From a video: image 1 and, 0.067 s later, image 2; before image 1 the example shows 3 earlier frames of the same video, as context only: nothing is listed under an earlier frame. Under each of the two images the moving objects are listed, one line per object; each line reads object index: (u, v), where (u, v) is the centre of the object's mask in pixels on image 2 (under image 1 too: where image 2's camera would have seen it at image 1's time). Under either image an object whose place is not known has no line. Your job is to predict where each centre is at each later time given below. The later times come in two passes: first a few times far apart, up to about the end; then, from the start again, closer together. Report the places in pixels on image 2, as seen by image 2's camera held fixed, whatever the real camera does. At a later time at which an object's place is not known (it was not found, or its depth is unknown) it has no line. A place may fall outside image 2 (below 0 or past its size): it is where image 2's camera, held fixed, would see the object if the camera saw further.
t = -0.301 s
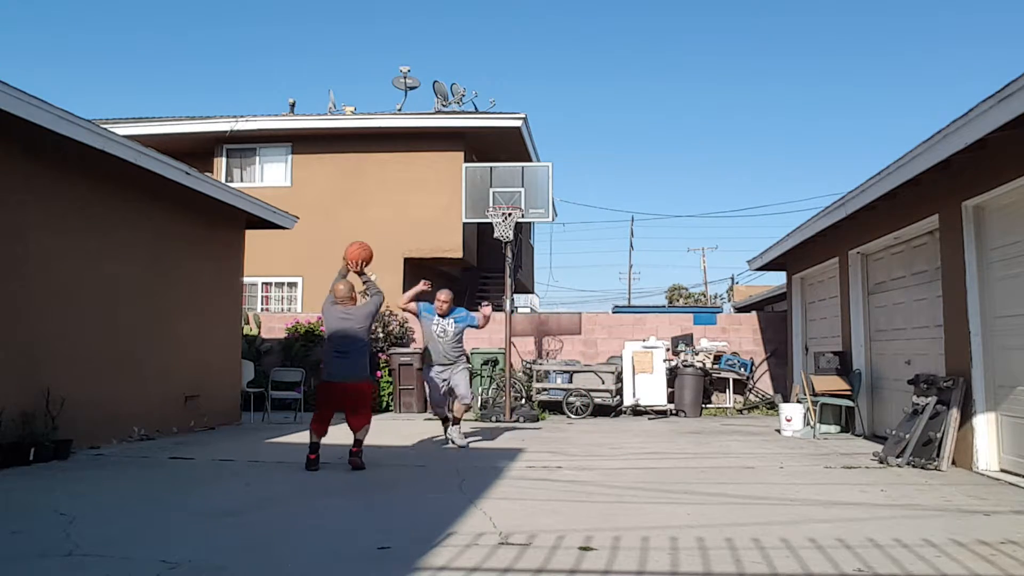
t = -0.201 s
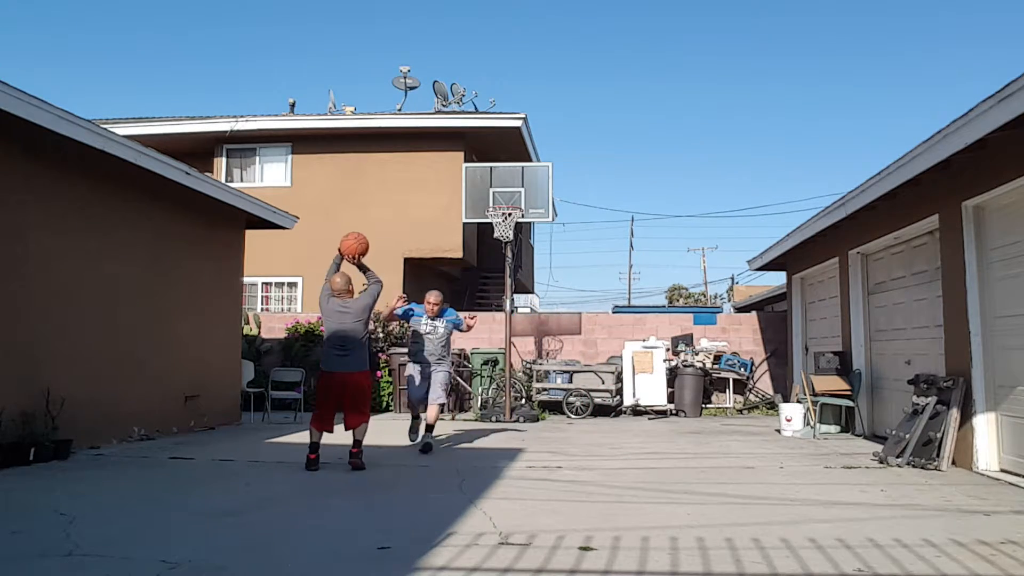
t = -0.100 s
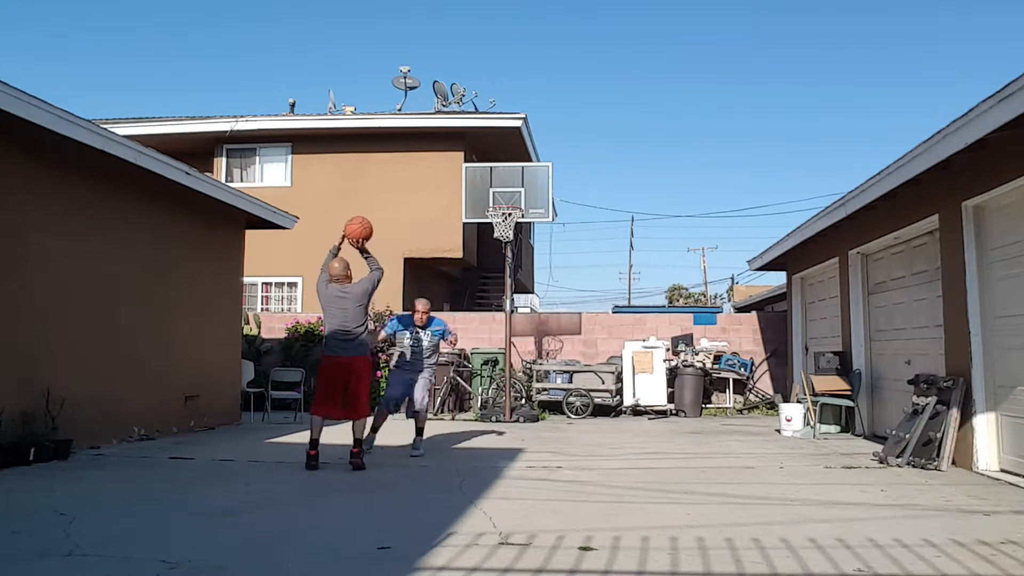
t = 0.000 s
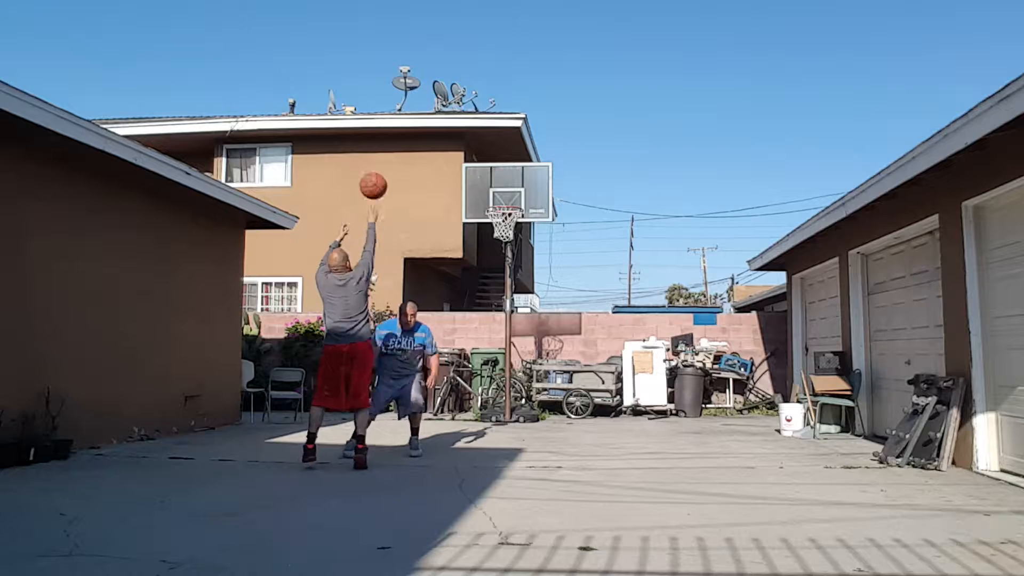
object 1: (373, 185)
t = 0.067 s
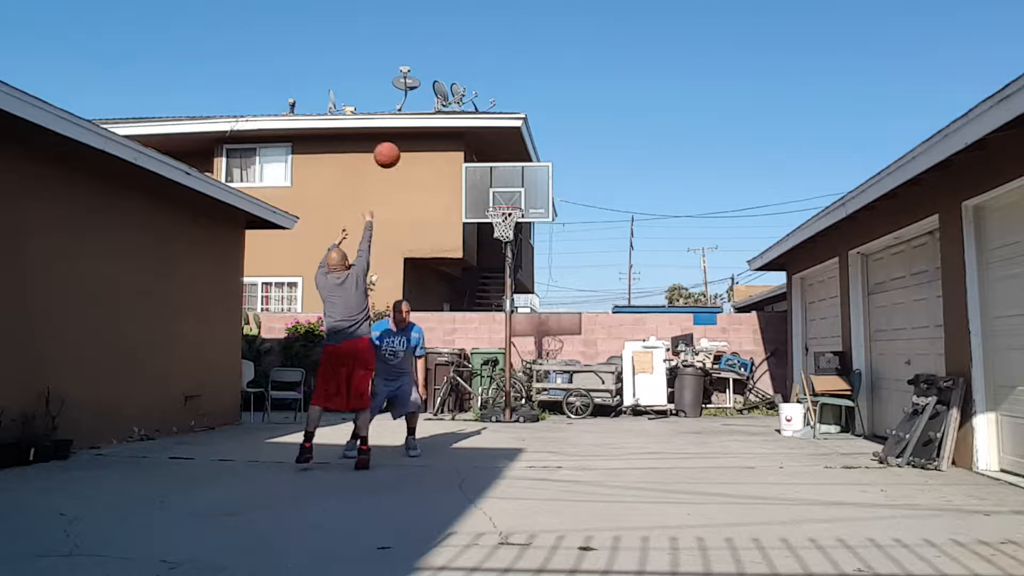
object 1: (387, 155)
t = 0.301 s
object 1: (425, 97)
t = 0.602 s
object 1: (461, 101)
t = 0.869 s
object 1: (485, 159)
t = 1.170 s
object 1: (513, 226)
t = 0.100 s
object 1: (392, 142)
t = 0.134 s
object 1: (398, 130)
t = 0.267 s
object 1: (420, 101)
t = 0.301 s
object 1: (425, 97)
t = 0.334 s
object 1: (429, 93)
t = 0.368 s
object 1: (433, 91)
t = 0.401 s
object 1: (438, 90)
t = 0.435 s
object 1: (442, 90)
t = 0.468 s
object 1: (447, 90)
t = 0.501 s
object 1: (450, 92)
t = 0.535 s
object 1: (453, 94)
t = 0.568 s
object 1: (457, 98)
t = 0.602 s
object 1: (461, 101)
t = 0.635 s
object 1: (464, 106)
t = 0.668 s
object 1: (468, 111)
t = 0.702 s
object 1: (471, 118)
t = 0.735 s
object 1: (473, 125)
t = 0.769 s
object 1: (476, 132)
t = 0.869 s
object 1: (485, 159)
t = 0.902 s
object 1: (488, 170)
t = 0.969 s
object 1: (493, 193)
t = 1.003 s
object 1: (495, 202)
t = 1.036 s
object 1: (500, 210)
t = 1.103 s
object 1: (512, 219)
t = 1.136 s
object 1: (512, 225)
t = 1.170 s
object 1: (513, 226)
